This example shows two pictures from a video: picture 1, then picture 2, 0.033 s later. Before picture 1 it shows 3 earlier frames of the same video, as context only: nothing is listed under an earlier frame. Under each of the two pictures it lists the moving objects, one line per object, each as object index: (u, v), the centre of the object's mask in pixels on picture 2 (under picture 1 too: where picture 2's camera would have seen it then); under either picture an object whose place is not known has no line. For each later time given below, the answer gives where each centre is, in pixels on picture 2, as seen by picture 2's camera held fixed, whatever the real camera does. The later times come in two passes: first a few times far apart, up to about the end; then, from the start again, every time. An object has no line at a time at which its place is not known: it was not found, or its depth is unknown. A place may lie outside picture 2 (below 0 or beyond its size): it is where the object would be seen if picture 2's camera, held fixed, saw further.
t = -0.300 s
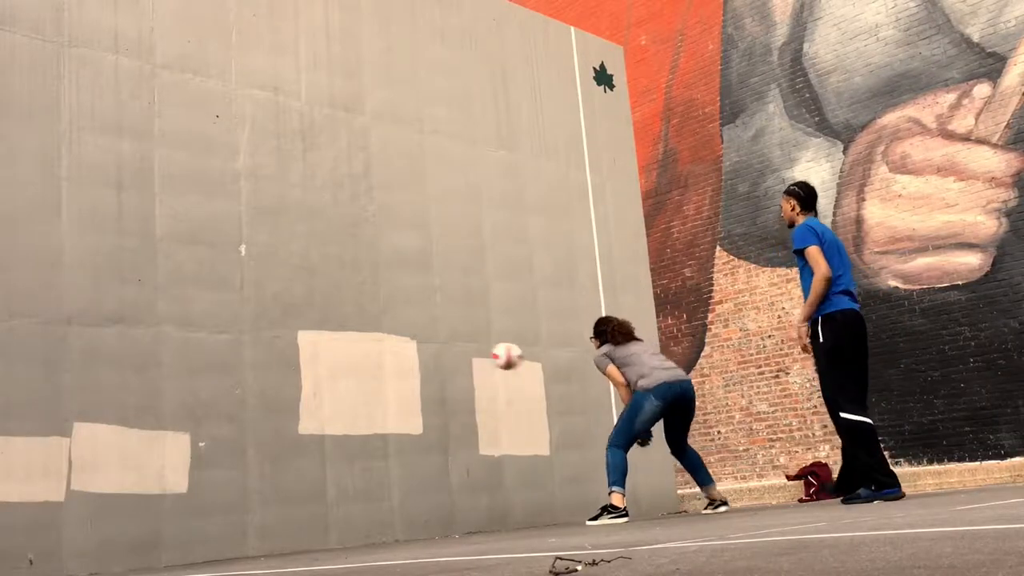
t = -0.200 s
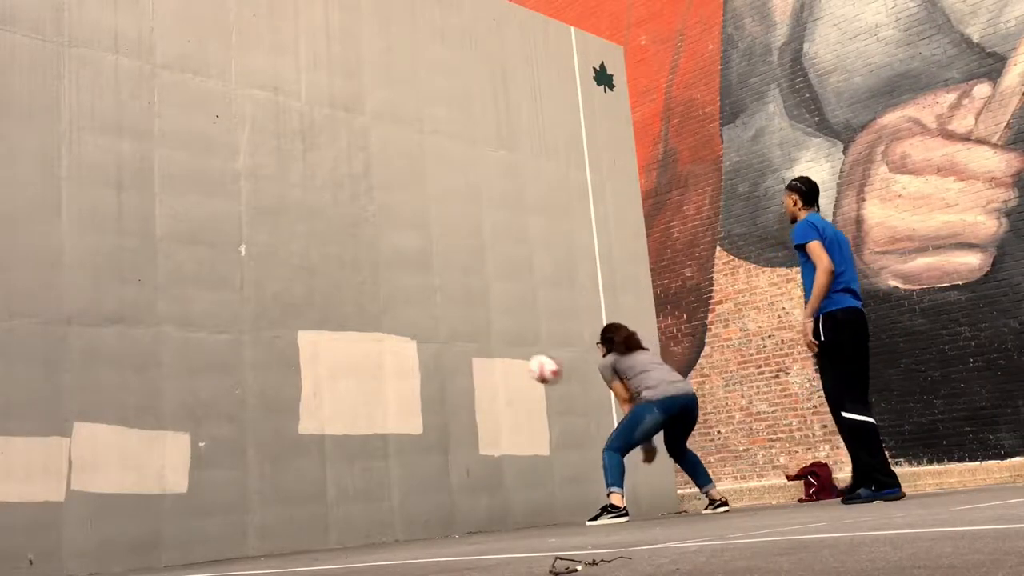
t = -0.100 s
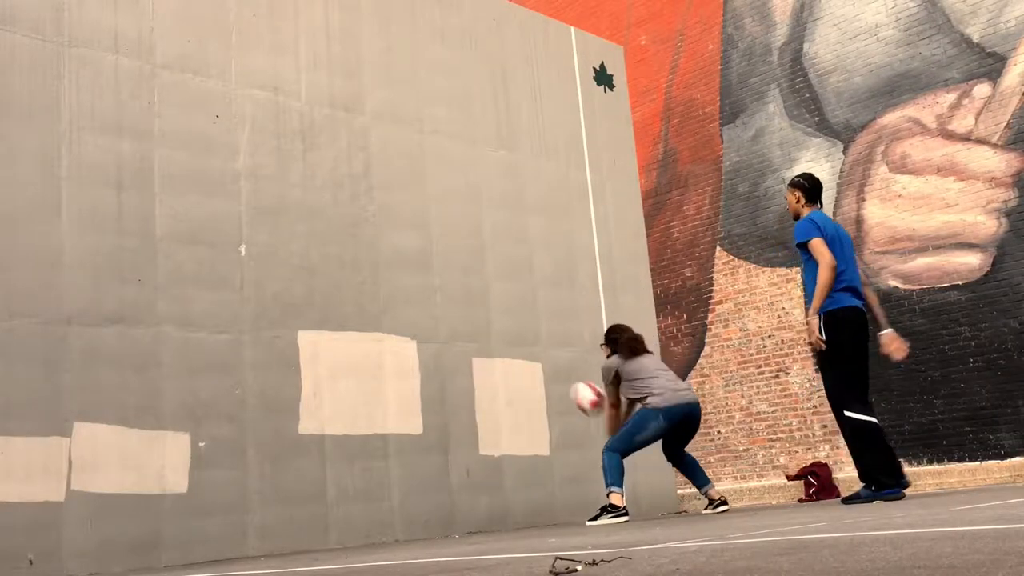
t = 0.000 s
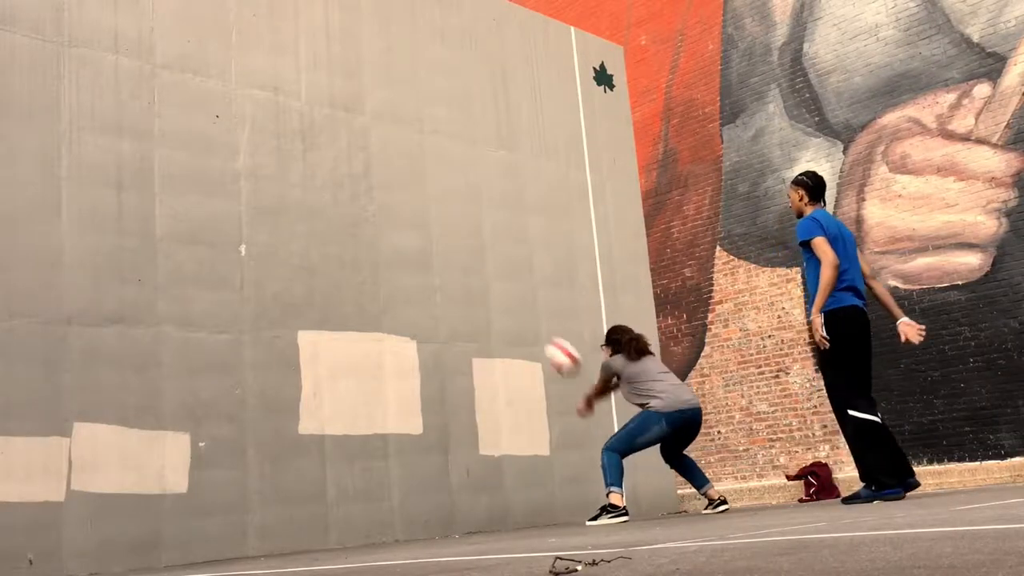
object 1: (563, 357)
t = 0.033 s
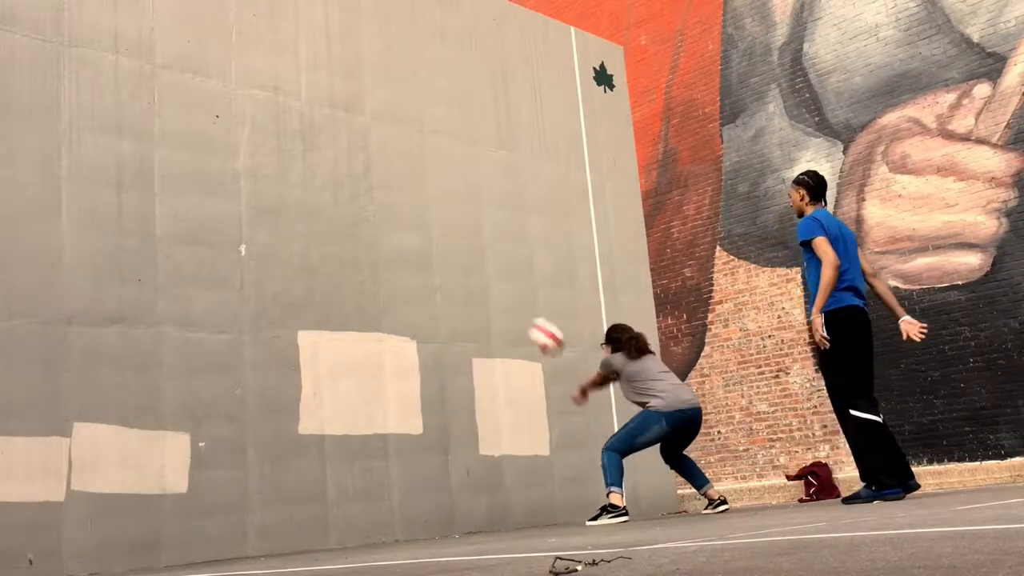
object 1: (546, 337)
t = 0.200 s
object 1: (471, 265)
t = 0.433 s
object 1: (423, 226)
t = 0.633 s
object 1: (470, 226)
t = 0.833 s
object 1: (527, 279)
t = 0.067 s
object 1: (530, 318)
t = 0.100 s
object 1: (515, 302)
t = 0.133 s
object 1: (500, 288)
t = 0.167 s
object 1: (485, 276)
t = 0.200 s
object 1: (471, 265)
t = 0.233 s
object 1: (458, 256)
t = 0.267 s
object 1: (445, 249)
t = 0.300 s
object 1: (433, 244)
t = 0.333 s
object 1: (421, 239)
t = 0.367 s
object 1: (411, 236)
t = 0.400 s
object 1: (417, 229)
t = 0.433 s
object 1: (423, 226)
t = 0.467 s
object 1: (430, 223)
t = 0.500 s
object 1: (438, 221)
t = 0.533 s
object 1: (446, 220)
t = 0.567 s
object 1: (454, 221)
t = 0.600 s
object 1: (462, 223)
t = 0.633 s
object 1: (470, 226)
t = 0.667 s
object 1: (479, 231)
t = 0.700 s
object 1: (489, 239)
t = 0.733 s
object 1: (497, 246)
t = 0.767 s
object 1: (507, 255)
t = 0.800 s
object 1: (517, 266)
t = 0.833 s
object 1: (527, 279)
